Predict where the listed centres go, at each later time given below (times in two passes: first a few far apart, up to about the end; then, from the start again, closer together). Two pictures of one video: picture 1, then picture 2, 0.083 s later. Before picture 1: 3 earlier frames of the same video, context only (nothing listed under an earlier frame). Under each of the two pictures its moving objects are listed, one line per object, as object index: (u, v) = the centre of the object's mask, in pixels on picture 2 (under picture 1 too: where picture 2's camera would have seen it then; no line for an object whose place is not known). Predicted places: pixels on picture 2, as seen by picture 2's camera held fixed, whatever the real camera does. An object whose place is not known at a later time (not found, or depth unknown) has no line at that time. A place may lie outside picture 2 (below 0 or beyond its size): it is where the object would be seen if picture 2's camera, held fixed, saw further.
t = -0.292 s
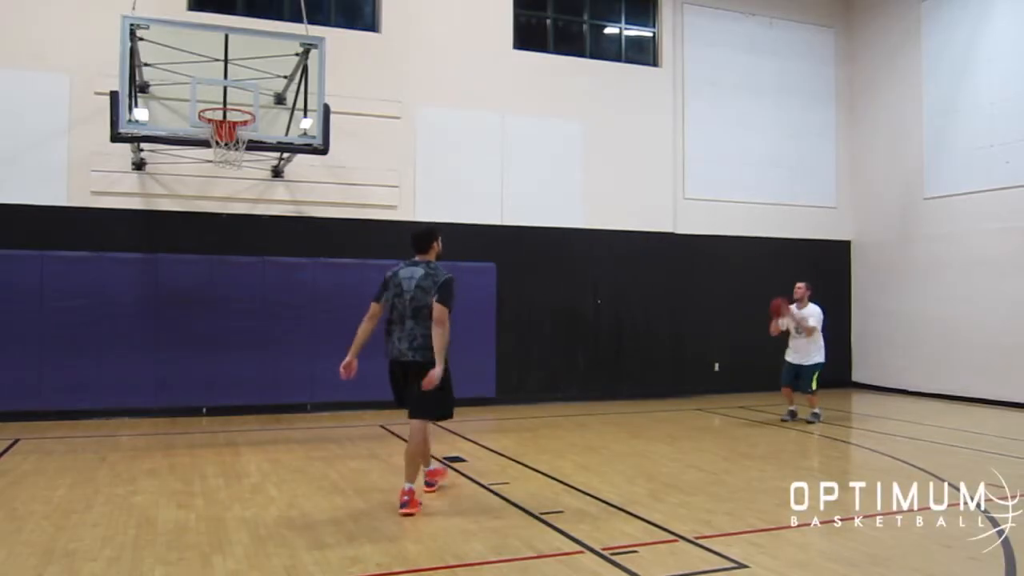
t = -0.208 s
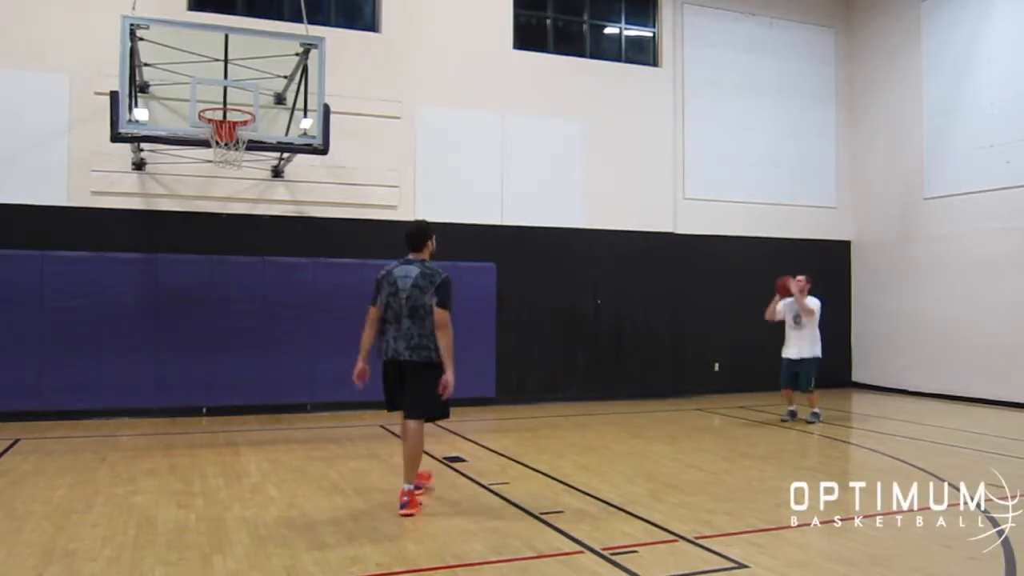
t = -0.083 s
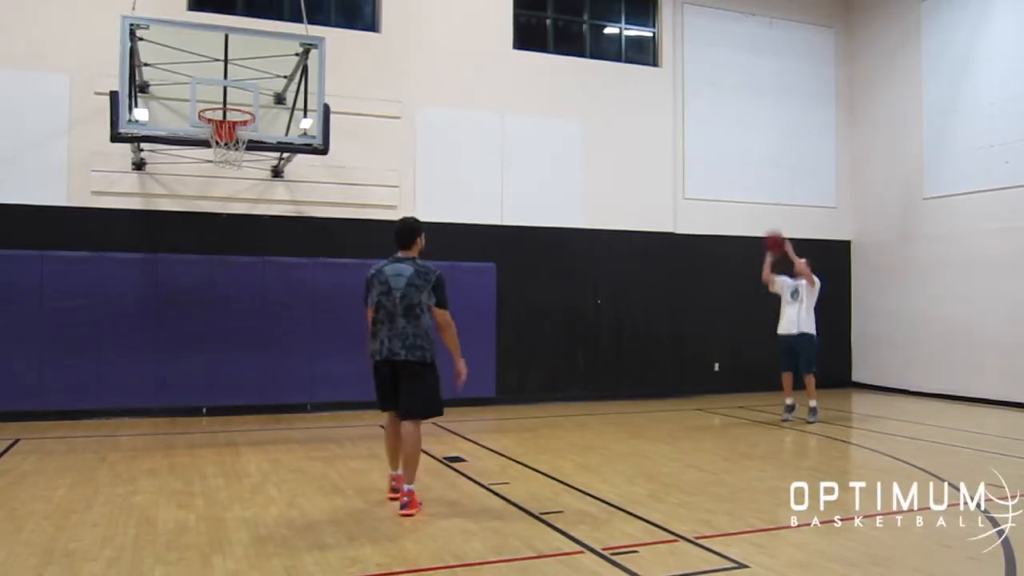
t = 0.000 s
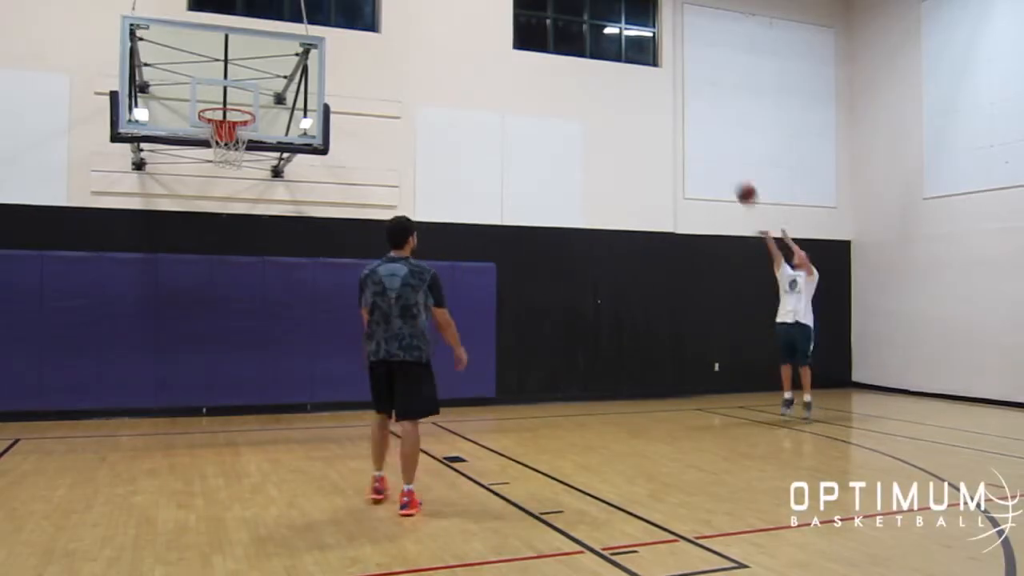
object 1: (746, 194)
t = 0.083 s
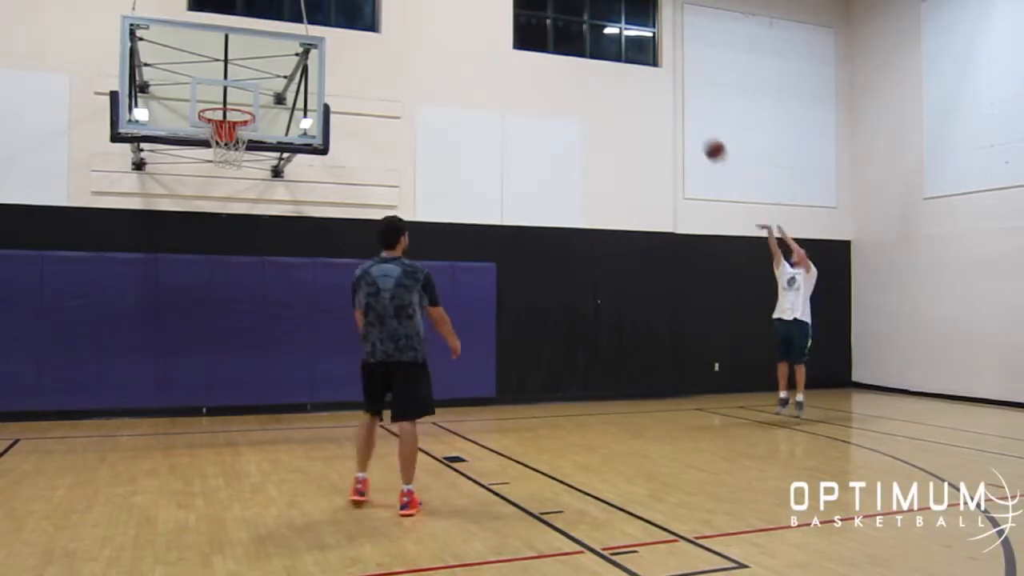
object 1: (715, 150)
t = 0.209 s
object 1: (665, 94)
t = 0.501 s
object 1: (545, 12)
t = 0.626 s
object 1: (489, 4)
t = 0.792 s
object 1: (412, 8)
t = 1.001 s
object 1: (309, 52)
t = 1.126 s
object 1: (243, 102)
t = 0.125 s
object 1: (698, 129)
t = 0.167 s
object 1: (682, 111)
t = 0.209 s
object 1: (665, 94)
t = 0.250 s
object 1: (649, 78)
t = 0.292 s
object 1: (631, 62)
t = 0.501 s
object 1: (545, 12)
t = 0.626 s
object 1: (489, 4)
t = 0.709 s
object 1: (451, 4)
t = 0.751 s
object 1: (432, 6)
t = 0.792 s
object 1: (412, 8)
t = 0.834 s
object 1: (393, 11)
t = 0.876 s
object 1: (371, 17)
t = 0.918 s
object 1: (353, 26)
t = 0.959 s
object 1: (331, 38)
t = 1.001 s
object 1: (309, 52)
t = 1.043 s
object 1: (287, 67)
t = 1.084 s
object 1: (266, 85)
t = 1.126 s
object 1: (243, 102)
